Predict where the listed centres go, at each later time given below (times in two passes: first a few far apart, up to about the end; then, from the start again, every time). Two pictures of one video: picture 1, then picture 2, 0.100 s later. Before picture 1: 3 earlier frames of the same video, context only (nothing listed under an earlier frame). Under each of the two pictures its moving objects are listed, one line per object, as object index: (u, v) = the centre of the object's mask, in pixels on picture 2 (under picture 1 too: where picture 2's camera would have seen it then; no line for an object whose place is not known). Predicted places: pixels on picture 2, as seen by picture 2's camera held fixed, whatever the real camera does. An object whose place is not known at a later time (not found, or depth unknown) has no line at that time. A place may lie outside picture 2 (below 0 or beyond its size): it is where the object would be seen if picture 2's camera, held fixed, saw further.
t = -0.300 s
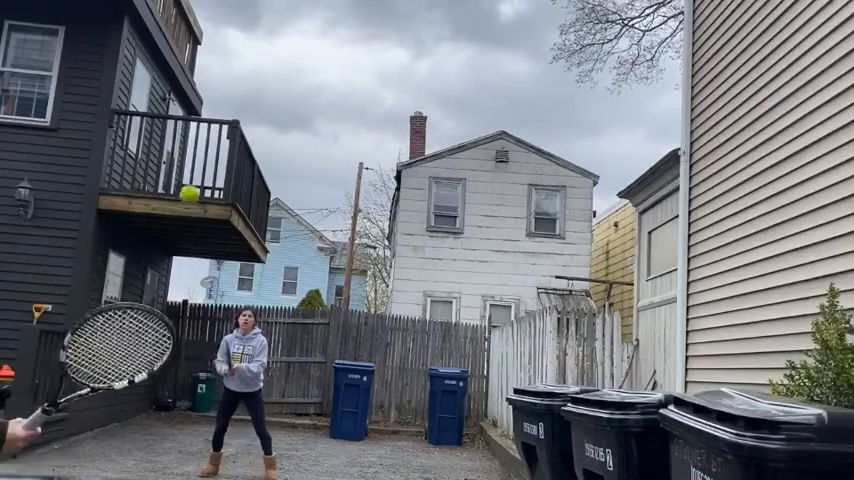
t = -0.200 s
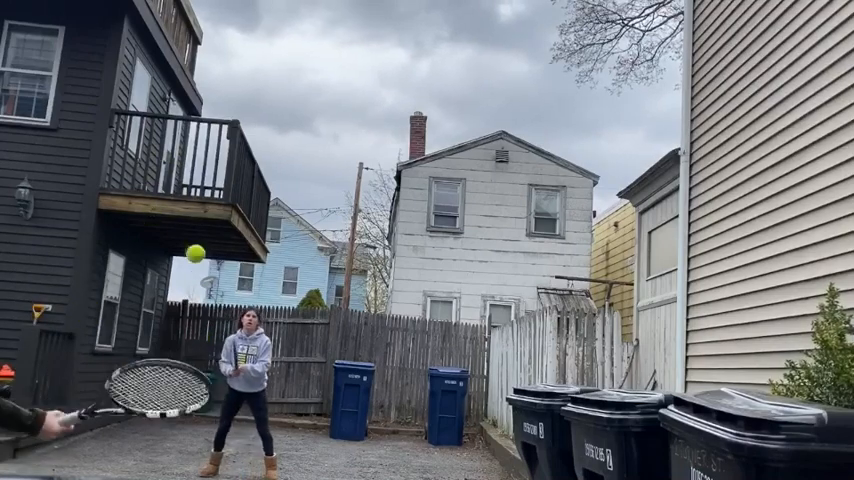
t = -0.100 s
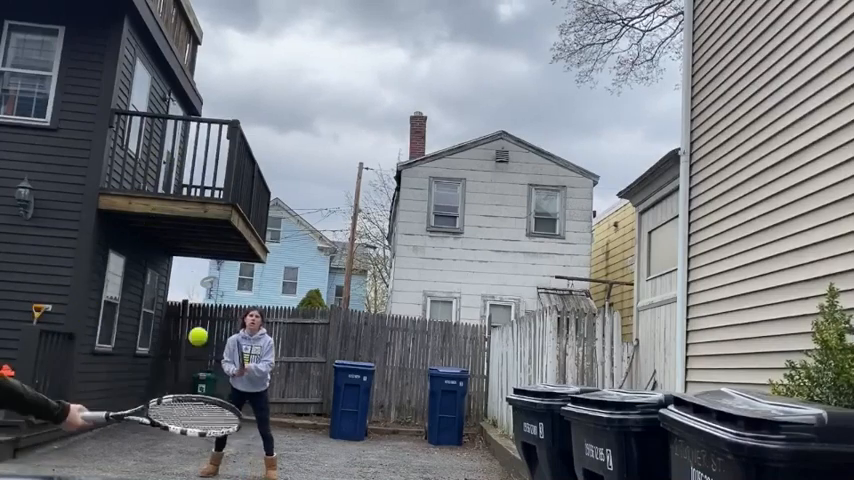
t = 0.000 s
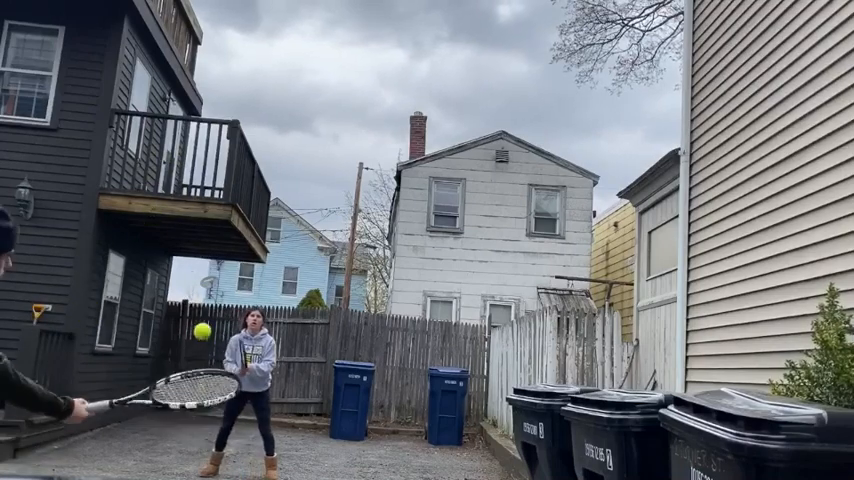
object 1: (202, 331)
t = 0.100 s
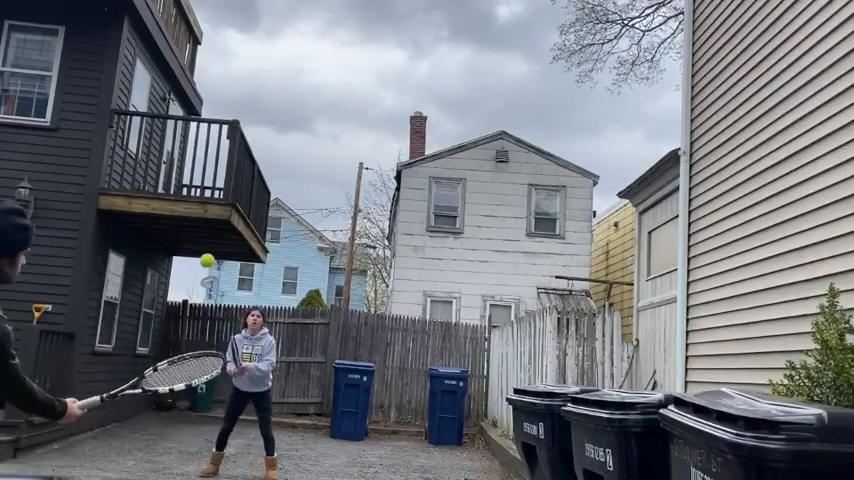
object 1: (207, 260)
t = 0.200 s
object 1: (208, 226)
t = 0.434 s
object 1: (203, 225)
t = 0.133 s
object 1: (207, 246)
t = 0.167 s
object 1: (208, 234)
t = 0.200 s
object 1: (208, 226)
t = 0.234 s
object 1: (208, 220)
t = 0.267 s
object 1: (207, 217)
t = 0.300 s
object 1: (207, 215)
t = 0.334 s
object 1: (206, 216)
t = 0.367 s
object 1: (205, 217)
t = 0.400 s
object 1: (204, 221)
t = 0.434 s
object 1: (203, 225)
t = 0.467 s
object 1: (202, 231)
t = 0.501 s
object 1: (201, 238)
